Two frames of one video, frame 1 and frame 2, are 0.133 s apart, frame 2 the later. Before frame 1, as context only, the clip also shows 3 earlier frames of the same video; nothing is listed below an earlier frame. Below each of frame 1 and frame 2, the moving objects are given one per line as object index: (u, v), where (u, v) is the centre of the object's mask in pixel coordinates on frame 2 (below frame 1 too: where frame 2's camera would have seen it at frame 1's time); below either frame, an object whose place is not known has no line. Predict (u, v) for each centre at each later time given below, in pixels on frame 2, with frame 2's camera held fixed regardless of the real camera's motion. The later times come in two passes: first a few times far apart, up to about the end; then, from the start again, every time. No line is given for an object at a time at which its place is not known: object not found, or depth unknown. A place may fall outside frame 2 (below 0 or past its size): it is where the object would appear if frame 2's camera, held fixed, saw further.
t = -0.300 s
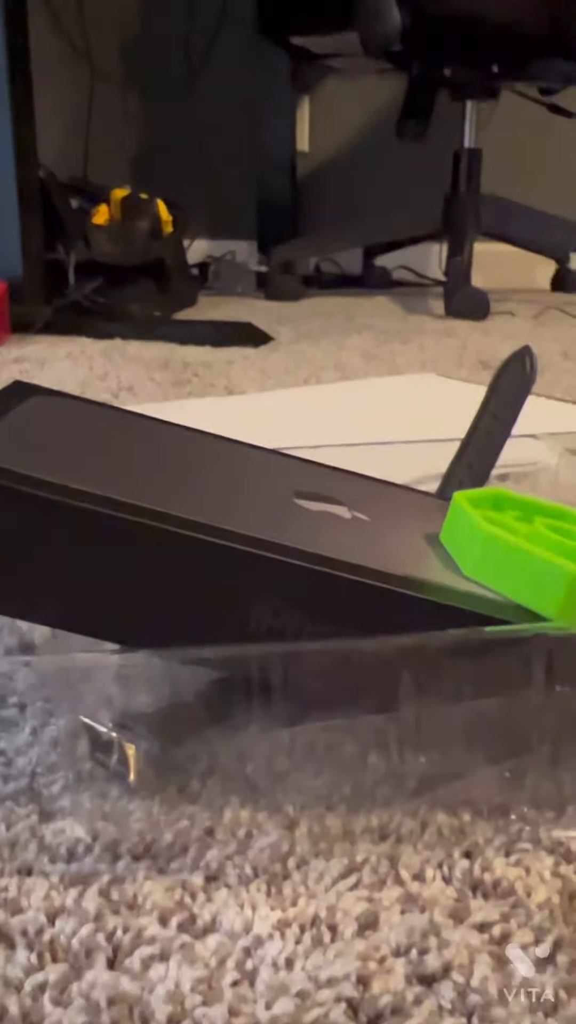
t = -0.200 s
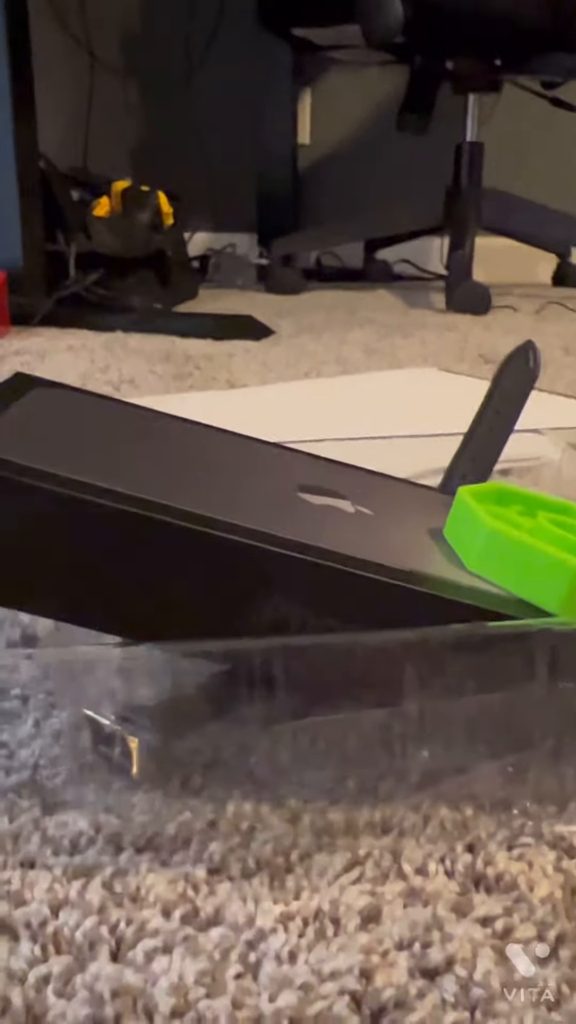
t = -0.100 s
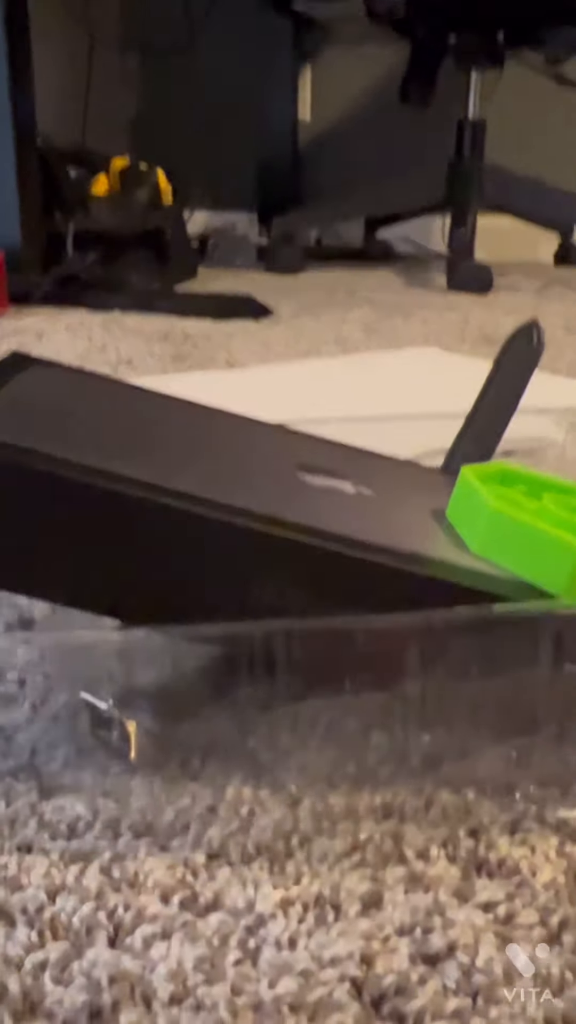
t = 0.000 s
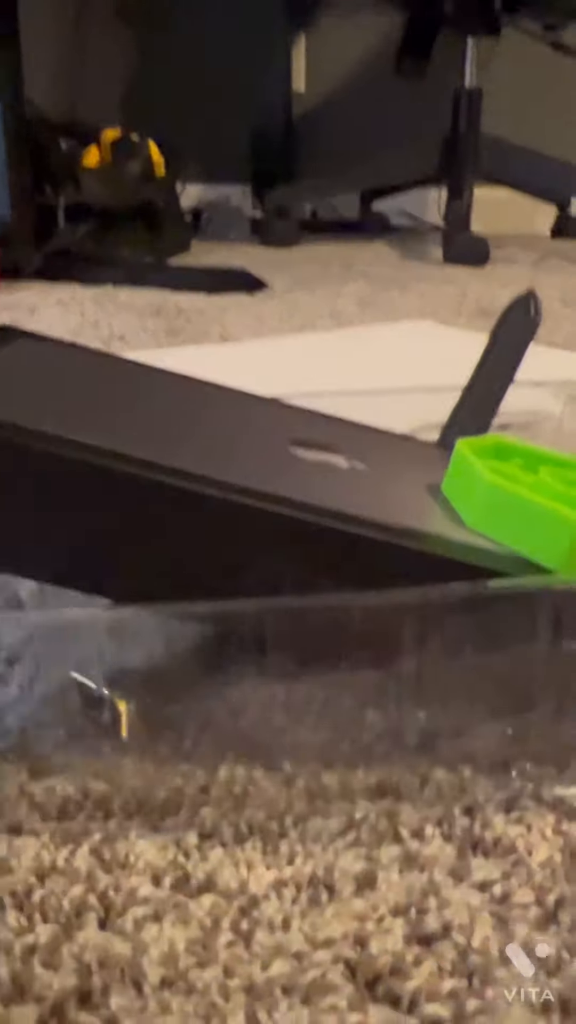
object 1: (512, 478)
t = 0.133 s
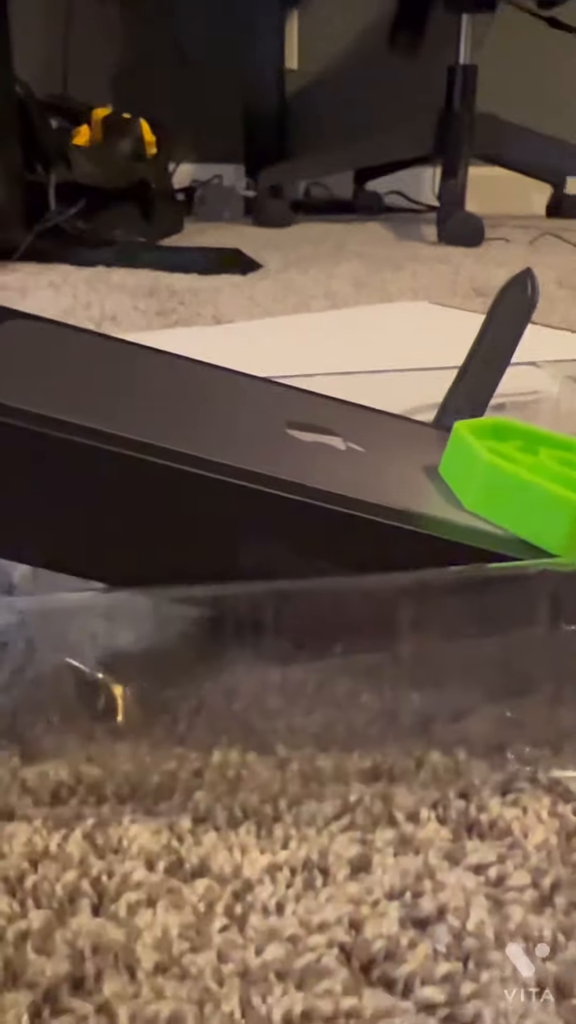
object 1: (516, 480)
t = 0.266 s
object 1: (518, 480)
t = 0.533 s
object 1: (465, 501)
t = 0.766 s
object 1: (466, 462)
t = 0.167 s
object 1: (518, 480)
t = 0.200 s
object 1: (518, 480)
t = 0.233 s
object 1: (518, 480)
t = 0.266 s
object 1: (518, 480)
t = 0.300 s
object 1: (517, 480)
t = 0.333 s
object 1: (517, 481)
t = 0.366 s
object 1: (516, 482)
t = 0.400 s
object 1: (512, 484)
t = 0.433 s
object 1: (503, 488)
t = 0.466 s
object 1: (491, 493)
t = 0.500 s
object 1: (478, 499)
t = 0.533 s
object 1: (465, 501)
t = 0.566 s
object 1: (452, 504)
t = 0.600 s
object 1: (440, 501)
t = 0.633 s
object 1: (436, 497)
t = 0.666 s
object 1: (440, 493)
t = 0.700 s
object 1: (451, 484)
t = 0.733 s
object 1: (460, 473)
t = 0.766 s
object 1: (466, 462)
